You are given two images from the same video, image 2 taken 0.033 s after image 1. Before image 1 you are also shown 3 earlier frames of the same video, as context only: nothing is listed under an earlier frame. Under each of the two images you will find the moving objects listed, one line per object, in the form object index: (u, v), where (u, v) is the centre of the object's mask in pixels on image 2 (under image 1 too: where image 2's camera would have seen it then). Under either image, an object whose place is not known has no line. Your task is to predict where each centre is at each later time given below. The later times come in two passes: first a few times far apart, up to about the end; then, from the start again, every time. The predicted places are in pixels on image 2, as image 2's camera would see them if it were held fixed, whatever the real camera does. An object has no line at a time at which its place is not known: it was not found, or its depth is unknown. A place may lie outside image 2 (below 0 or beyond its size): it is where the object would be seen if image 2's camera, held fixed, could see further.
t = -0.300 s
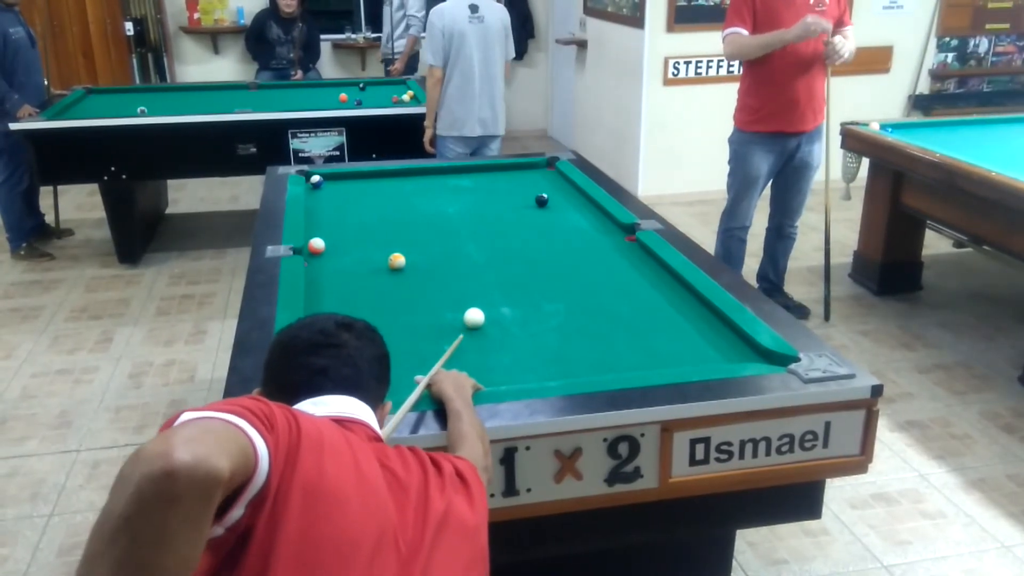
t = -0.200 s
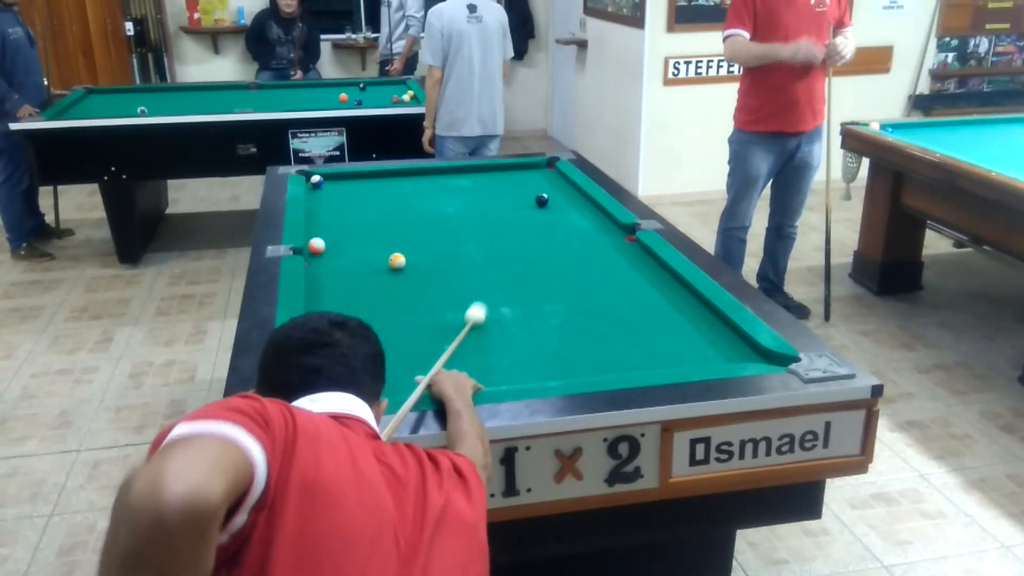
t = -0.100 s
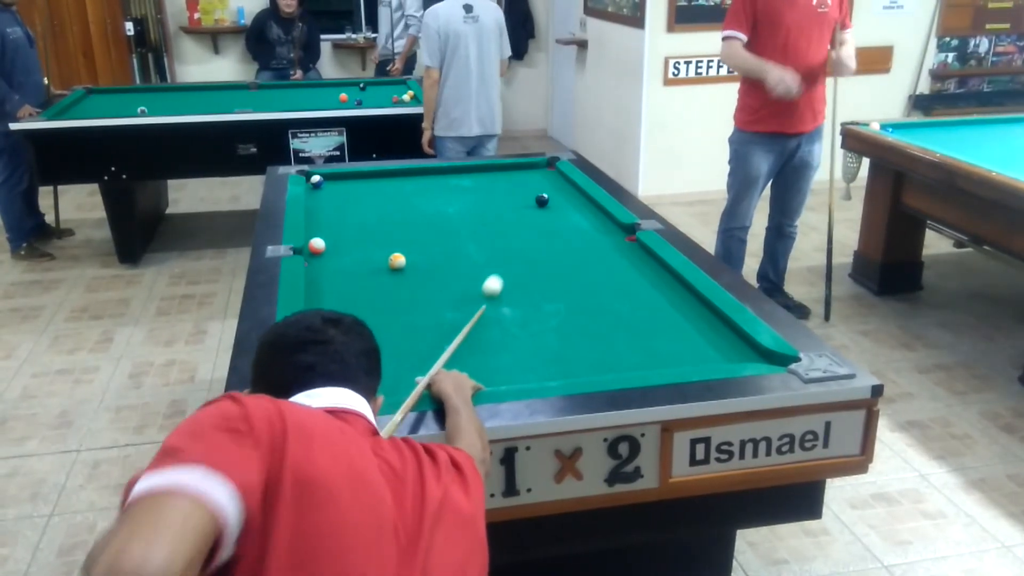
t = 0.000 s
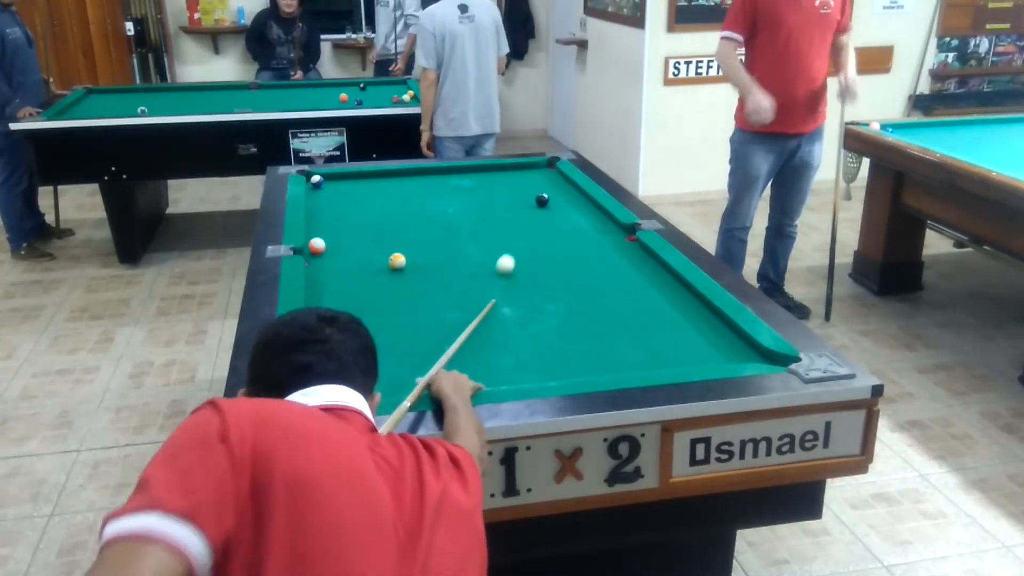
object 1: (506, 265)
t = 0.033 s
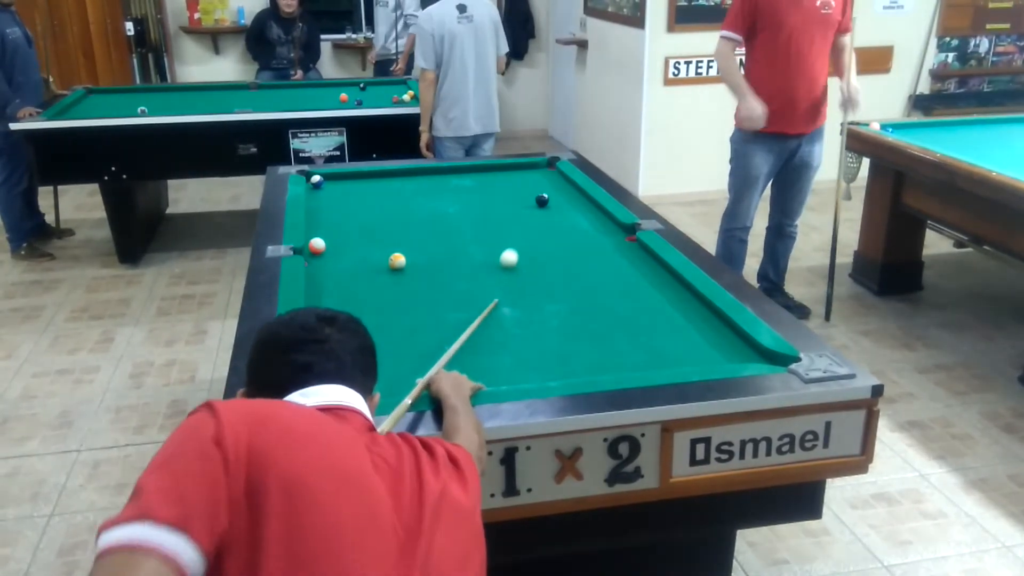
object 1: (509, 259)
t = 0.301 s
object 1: (532, 218)
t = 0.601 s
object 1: (547, 200)
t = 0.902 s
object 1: (557, 193)
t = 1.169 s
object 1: (565, 188)
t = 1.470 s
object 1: (565, 183)
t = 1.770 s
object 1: (557, 181)
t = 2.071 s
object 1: (551, 179)
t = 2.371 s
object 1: (547, 178)
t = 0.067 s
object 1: (512, 252)
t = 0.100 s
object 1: (515, 247)
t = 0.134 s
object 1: (519, 242)
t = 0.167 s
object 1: (522, 236)
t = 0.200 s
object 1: (524, 232)
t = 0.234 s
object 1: (527, 227)
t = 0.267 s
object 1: (530, 223)
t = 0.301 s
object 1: (532, 218)
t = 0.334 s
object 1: (535, 214)
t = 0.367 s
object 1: (537, 210)
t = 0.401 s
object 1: (539, 206)
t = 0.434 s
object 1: (541, 203)
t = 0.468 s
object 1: (542, 203)
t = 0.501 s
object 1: (543, 203)
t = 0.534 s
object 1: (545, 202)
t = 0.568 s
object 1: (546, 201)
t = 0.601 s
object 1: (547, 200)
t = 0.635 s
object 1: (548, 200)
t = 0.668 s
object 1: (550, 199)
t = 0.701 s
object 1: (551, 198)
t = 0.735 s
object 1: (552, 197)
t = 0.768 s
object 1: (553, 196)
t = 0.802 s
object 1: (554, 195)
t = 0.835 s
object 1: (555, 195)
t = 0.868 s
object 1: (556, 194)
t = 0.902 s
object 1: (557, 193)
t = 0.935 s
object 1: (558, 192)
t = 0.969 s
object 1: (559, 192)
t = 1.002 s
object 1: (560, 191)
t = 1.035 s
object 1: (561, 190)
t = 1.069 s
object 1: (562, 190)
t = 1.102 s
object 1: (563, 189)
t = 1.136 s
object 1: (564, 188)
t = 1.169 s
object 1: (565, 188)
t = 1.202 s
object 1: (566, 187)
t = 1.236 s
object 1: (567, 186)
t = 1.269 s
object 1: (568, 185)
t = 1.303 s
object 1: (569, 185)
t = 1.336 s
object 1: (569, 184)
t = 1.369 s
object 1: (569, 184)
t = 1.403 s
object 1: (568, 184)
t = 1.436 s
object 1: (567, 183)
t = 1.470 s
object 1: (565, 183)
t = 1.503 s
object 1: (564, 183)
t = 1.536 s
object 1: (563, 183)
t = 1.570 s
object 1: (562, 182)
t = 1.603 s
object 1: (561, 182)
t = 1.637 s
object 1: (560, 182)
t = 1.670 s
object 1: (560, 182)
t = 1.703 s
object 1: (559, 181)
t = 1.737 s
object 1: (558, 181)
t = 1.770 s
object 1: (557, 181)
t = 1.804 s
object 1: (556, 181)
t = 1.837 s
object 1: (555, 180)
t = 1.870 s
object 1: (555, 180)
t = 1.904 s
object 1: (554, 180)
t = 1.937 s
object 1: (553, 180)
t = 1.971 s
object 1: (553, 180)
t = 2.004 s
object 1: (552, 179)
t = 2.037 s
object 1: (552, 179)
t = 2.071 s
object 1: (551, 179)
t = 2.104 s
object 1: (550, 179)
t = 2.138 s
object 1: (550, 179)
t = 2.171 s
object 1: (549, 179)
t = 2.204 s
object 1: (549, 179)
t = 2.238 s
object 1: (548, 179)
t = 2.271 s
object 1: (548, 179)
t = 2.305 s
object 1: (547, 178)
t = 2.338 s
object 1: (547, 178)
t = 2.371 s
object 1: (547, 178)
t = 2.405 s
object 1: (546, 178)
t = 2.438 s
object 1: (546, 178)
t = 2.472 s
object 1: (546, 178)
